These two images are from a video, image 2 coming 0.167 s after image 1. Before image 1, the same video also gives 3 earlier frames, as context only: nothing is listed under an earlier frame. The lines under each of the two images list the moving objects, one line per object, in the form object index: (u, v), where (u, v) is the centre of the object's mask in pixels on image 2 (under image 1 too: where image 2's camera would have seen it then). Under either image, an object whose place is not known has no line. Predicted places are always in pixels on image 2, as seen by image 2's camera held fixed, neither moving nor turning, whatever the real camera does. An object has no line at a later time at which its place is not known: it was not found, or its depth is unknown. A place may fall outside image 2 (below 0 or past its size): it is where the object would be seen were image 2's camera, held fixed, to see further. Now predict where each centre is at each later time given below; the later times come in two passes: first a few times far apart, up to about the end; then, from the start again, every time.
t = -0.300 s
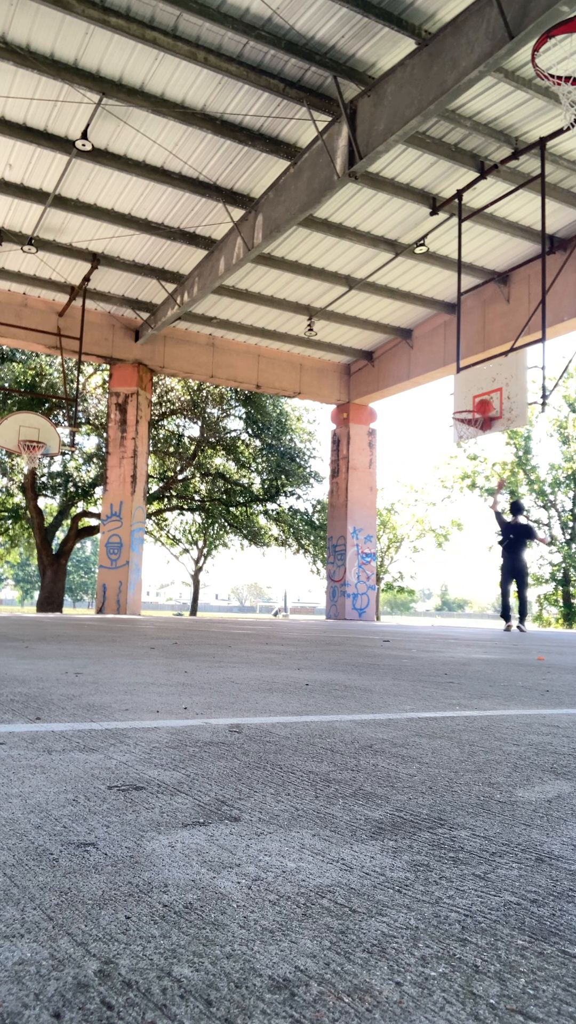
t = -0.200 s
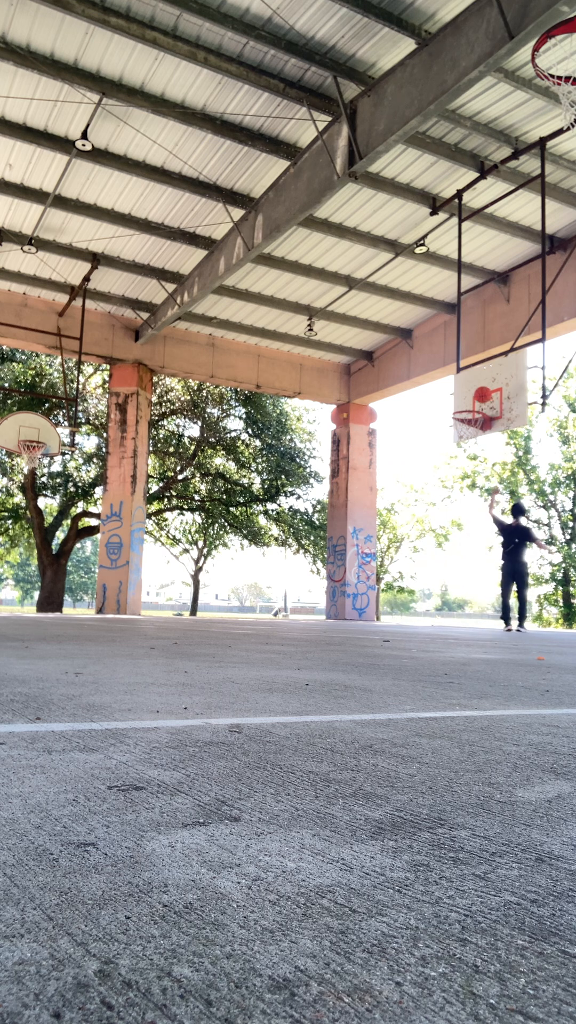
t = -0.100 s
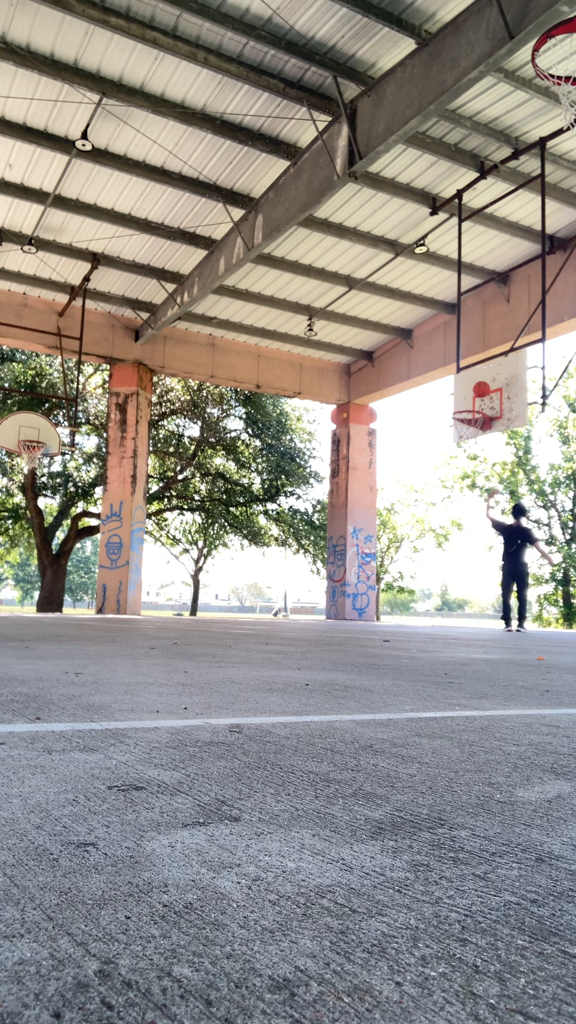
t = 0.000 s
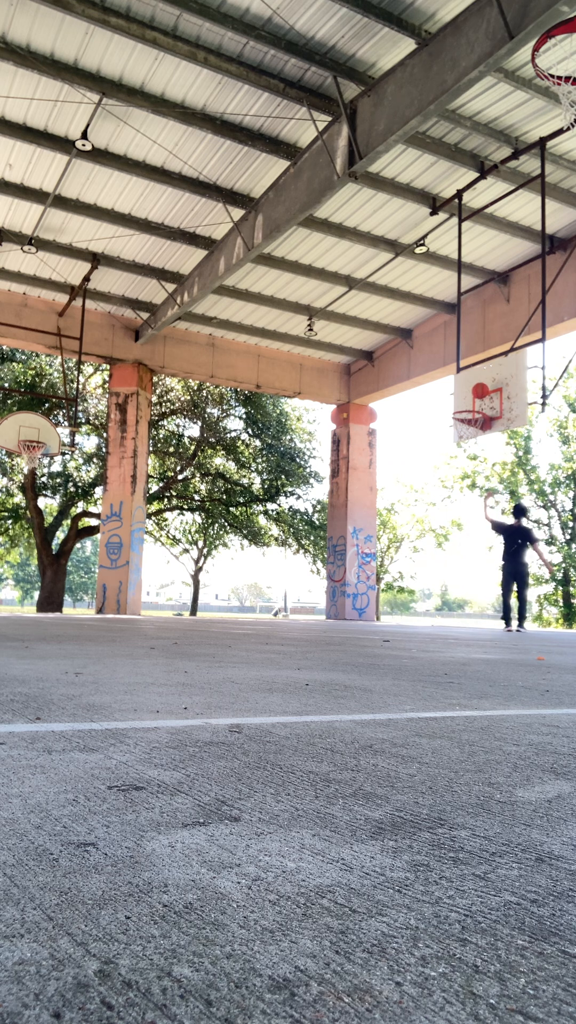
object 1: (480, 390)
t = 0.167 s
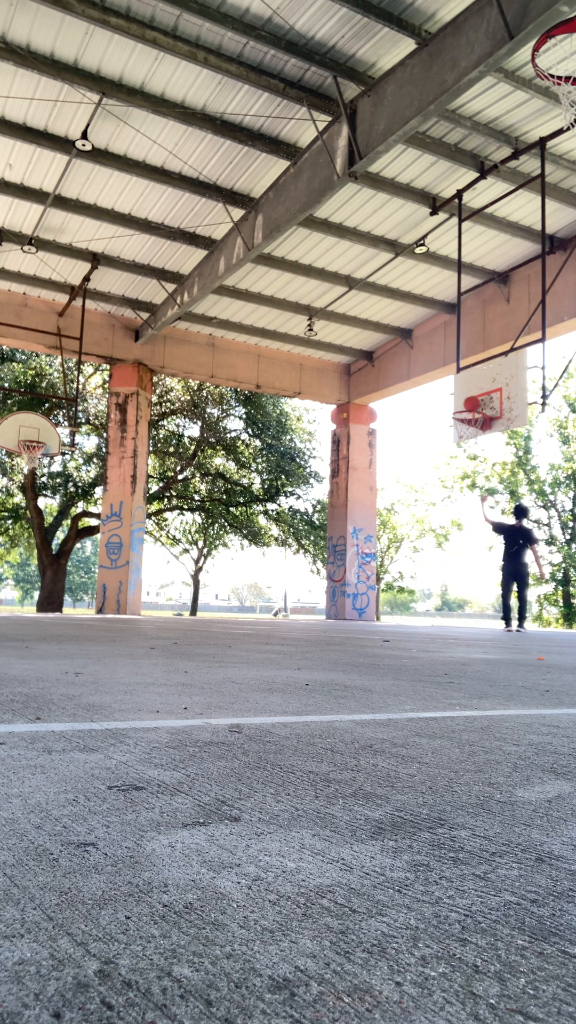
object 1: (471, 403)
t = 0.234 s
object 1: (464, 410)
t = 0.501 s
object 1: (443, 399)
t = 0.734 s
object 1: (422, 426)
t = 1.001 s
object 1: (402, 506)
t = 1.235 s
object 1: (384, 618)
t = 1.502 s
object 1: (361, 524)
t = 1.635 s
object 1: (349, 497)
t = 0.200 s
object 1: (468, 407)
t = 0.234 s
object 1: (464, 410)
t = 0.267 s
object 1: (462, 407)
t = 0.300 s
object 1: (459, 404)
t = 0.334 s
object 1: (457, 401)
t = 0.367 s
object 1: (455, 399)
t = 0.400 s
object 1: (452, 398)
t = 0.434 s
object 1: (449, 398)
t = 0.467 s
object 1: (446, 398)
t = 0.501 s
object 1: (443, 399)
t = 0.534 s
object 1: (440, 401)
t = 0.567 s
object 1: (437, 404)
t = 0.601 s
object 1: (435, 407)
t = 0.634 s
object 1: (432, 411)
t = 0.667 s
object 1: (429, 416)
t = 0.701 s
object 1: (426, 421)
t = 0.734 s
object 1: (422, 426)
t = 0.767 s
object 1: (420, 434)
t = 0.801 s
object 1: (418, 442)
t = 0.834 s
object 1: (415, 451)
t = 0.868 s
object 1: (413, 461)
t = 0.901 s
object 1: (411, 471)
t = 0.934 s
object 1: (408, 482)
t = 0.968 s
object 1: (405, 494)
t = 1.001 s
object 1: (402, 506)
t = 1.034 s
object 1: (400, 520)
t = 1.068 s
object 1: (397, 535)
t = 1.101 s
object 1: (394, 549)
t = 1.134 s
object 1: (391, 566)
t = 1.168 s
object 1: (389, 583)
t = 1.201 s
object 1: (387, 601)
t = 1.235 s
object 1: (384, 618)
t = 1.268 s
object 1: (381, 605)
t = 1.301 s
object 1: (378, 591)
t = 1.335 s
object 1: (375, 578)
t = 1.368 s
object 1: (372, 566)
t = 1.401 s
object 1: (369, 554)
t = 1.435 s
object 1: (366, 544)
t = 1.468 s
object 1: (364, 534)
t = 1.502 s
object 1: (361, 524)
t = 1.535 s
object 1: (358, 517)
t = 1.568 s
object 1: (355, 510)
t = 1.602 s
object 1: (353, 503)
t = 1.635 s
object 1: (349, 497)
